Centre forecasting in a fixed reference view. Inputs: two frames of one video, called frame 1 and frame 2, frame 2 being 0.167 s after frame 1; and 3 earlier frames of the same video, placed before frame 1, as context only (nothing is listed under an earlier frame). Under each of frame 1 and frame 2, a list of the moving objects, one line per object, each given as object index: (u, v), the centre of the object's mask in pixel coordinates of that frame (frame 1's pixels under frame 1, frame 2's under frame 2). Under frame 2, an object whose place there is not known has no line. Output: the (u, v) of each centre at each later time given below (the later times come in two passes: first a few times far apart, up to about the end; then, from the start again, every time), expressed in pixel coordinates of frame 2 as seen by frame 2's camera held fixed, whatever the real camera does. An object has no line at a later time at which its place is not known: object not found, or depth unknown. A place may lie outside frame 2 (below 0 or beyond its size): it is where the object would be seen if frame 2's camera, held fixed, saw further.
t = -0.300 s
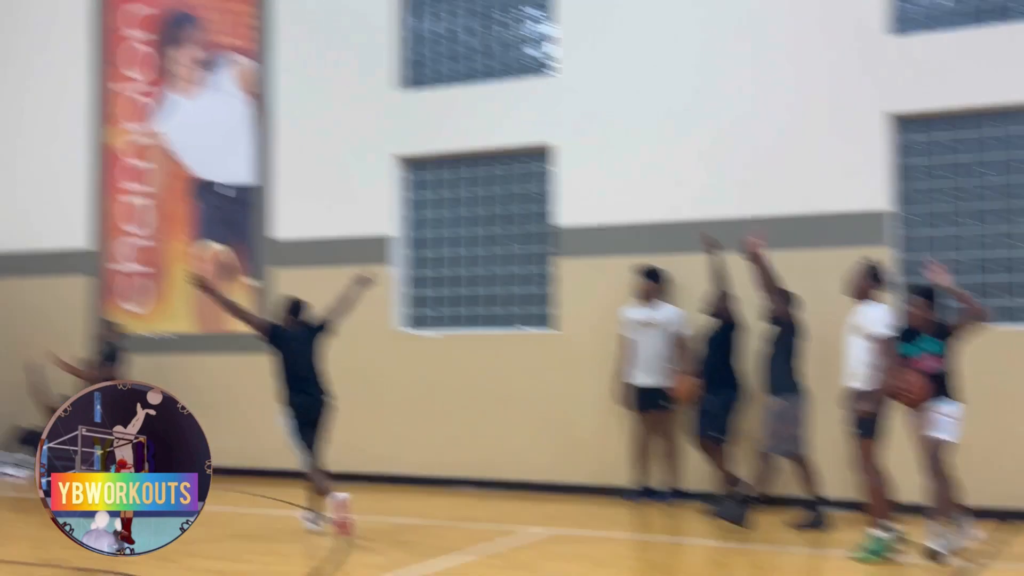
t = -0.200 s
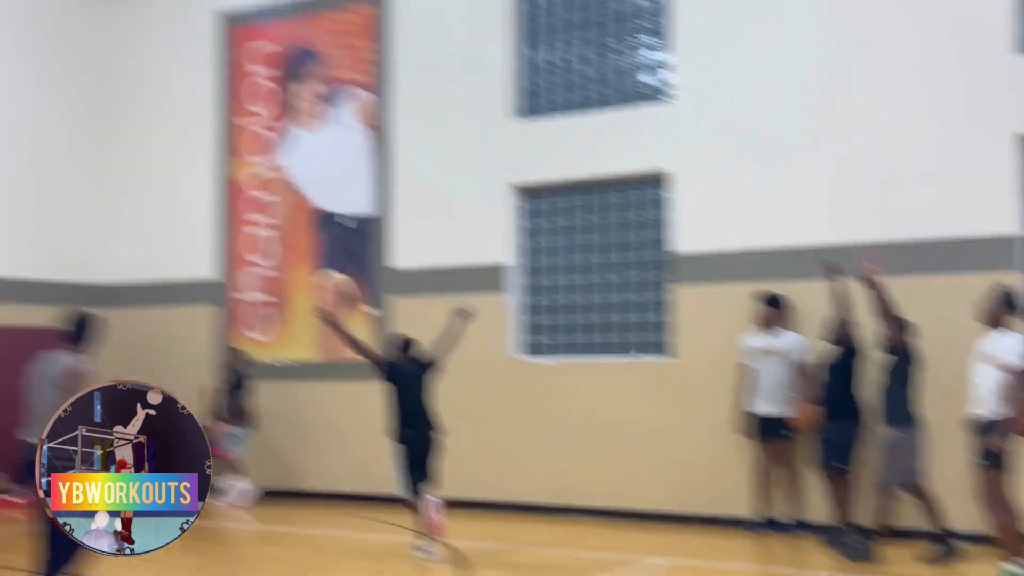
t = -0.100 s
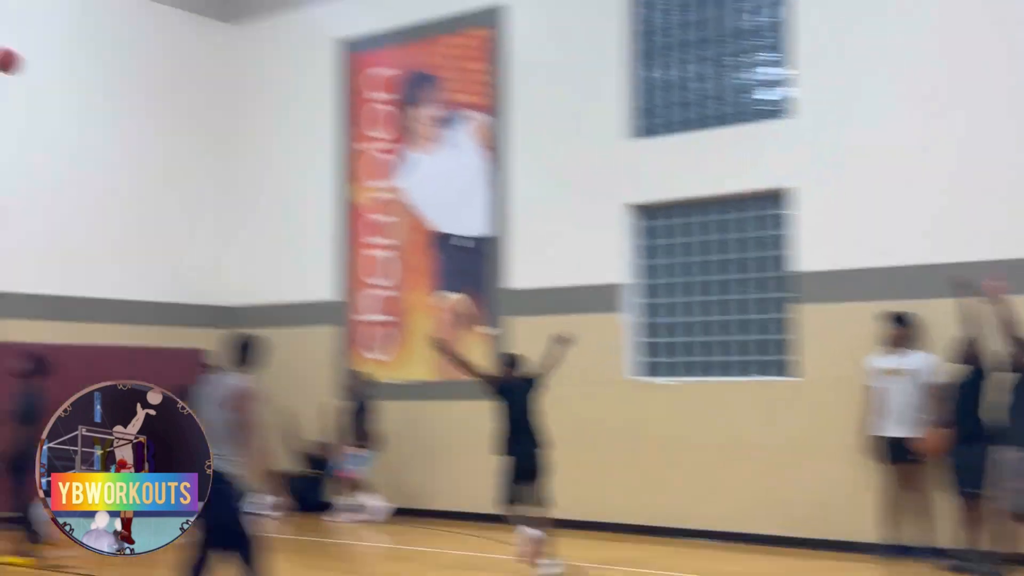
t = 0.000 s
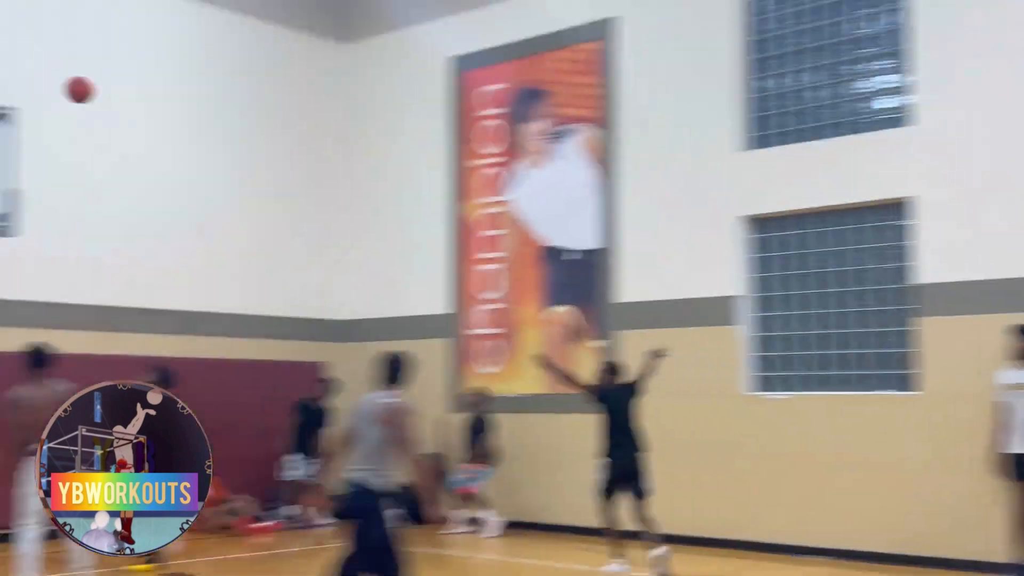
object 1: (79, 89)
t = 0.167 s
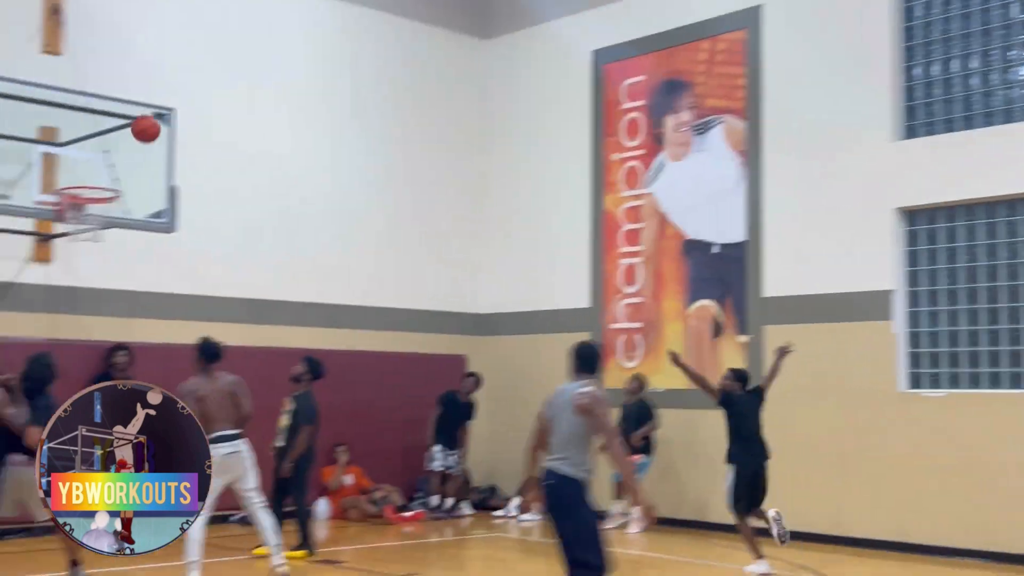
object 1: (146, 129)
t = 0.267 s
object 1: (86, 169)
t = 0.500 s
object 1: (192, 152)
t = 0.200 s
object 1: (126, 140)
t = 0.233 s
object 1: (107, 154)
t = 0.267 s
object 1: (86, 169)
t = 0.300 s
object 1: (70, 182)
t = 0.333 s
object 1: (89, 174)
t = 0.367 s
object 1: (111, 167)
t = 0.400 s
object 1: (130, 162)
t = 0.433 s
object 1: (151, 158)
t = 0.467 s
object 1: (171, 154)
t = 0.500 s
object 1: (192, 152)
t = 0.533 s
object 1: (211, 152)
